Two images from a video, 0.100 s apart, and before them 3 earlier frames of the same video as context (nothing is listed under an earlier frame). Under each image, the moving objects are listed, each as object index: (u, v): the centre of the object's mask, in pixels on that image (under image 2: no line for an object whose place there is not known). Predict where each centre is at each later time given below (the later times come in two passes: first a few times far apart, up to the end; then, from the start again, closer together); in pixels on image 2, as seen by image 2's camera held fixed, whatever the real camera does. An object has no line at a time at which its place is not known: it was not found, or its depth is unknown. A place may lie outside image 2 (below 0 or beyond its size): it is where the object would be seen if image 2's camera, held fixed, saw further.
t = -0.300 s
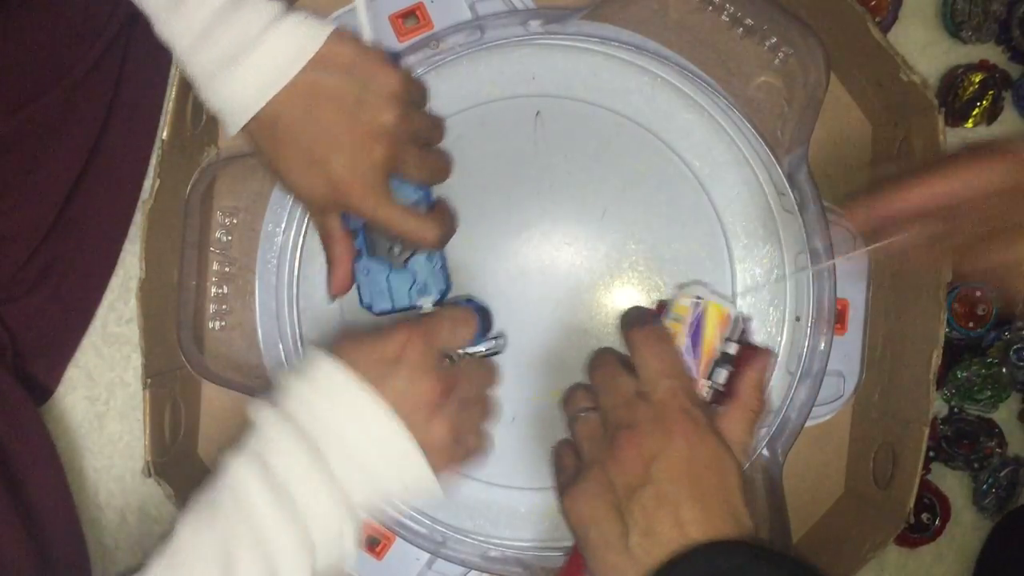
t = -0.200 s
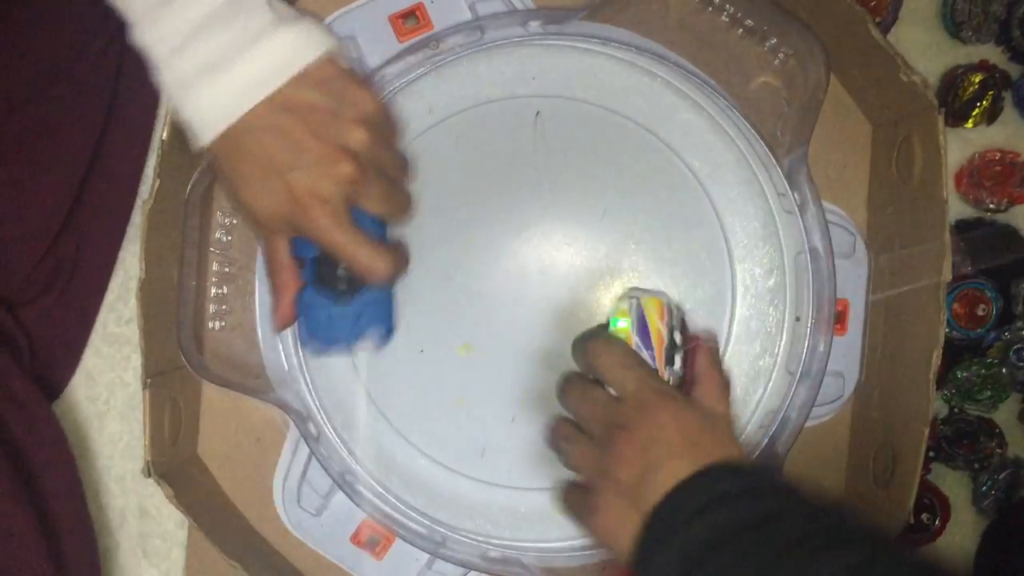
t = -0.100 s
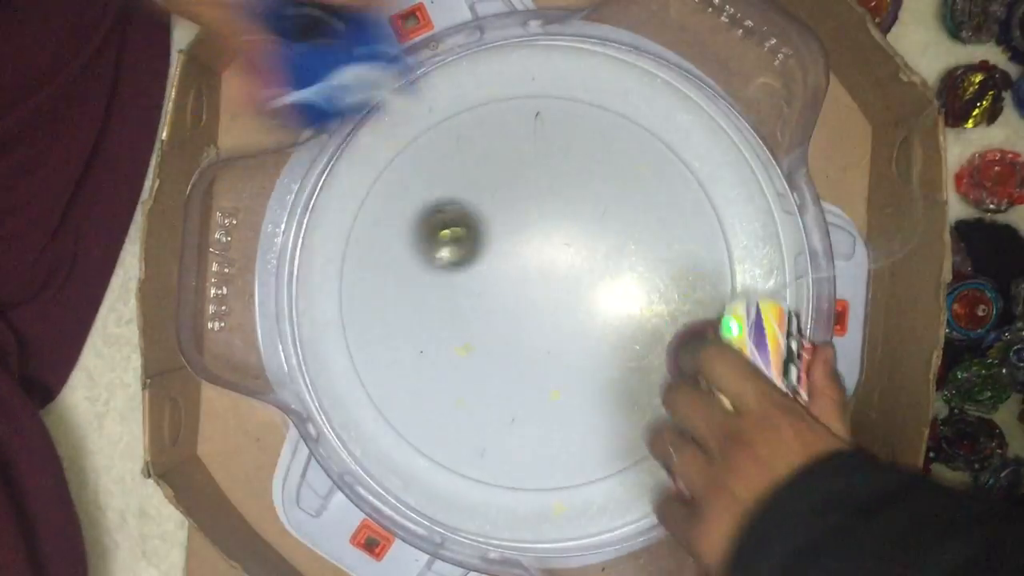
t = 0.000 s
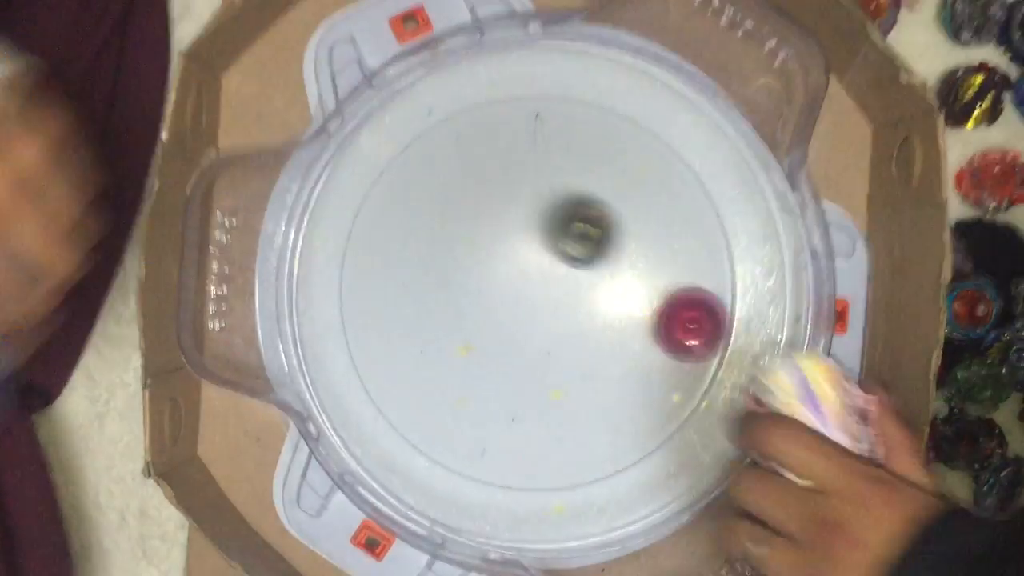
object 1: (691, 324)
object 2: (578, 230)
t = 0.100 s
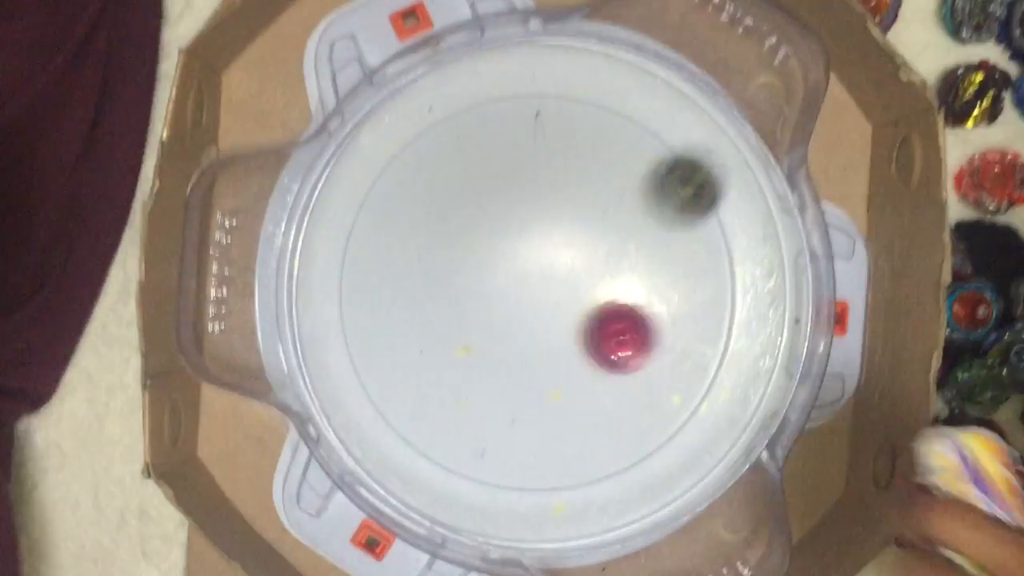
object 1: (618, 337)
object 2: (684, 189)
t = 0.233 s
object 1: (479, 405)
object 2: (738, 100)
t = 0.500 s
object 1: (398, 369)
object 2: (734, 43)
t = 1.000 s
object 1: (607, 196)
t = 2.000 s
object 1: (511, 301)
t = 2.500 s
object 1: (540, 158)
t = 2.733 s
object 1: (457, 223)
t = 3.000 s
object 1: (535, 289)
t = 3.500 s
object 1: (610, 163)
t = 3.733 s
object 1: (449, 219)
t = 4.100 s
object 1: (622, 467)
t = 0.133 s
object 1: (585, 355)
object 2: (710, 157)
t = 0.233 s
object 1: (479, 405)
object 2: (738, 100)
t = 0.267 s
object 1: (449, 419)
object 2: (736, 90)
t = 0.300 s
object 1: (421, 434)
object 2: (733, 83)
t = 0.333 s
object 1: (403, 436)
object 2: (741, 66)
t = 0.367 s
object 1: (397, 426)
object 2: (736, 71)
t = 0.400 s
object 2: (737, 65)
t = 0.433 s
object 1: (390, 402)
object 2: (742, 55)
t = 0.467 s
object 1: (392, 386)
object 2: (743, 47)
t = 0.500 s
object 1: (398, 369)
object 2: (734, 43)
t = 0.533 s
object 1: (407, 351)
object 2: (718, 40)
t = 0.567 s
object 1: (418, 331)
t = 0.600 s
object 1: (432, 311)
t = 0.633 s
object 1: (449, 292)
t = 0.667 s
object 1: (465, 274)
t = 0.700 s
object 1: (483, 257)
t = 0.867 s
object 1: (573, 197)
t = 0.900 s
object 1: (586, 193)
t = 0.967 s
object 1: (603, 193)
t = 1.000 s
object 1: (607, 196)
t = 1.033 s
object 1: (608, 202)
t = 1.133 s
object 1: (592, 229)
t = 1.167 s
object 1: (581, 241)
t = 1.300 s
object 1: (519, 283)
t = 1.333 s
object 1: (501, 291)
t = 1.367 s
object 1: (482, 296)
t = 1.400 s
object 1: (465, 299)
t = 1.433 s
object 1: (446, 299)
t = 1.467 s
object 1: (428, 299)
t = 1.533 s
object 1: (393, 296)
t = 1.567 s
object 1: (378, 296)
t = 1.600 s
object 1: (366, 297)
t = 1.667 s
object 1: (351, 305)
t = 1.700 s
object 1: (359, 309)
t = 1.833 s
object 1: (416, 328)
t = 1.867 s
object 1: (433, 328)
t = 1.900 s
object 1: (452, 326)
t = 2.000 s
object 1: (511, 301)
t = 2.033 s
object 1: (529, 287)
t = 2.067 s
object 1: (545, 273)
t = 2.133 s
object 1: (572, 240)
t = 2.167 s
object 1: (582, 223)
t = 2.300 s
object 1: (595, 171)
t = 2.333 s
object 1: (591, 162)
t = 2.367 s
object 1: (585, 157)
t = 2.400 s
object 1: (577, 153)
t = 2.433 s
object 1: (566, 152)
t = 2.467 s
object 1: (554, 154)
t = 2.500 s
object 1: (540, 158)
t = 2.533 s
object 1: (527, 164)
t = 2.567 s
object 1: (513, 172)
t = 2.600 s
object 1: (498, 181)
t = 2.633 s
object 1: (485, 191)
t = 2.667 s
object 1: (474, 201)
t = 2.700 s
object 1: (464, 213)
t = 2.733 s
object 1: (457, 223)
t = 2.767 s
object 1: (452, 234)
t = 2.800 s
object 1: (452, 245)
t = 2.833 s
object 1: (457, 256)
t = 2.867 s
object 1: (466, 266)
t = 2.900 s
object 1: (479, 275)
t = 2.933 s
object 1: (496, 281)
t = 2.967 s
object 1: (515, 286)
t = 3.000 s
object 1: (535, 289)
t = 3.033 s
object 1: (556, 288)
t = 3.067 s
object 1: (577, 286)
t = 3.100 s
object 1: (597, 282)
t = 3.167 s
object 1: (632, 268)
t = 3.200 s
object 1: (645, 258)
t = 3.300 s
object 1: (664, 226)
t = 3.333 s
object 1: (663, 213)
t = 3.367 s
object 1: (657, 201)
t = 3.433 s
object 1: (640, 180)
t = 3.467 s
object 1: (626, 171)
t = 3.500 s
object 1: (610, 163)
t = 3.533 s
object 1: (590, 155)
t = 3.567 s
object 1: (567, 150)
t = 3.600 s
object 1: (541, 149)
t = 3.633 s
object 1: (514, 156)
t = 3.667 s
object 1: (489, 171)
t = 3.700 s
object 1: (467, 192)
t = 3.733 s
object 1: (449, 219)
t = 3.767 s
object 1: (437, 252)
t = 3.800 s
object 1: (432, 286)
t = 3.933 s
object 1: (476, 408)
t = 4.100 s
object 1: (622, 467)
